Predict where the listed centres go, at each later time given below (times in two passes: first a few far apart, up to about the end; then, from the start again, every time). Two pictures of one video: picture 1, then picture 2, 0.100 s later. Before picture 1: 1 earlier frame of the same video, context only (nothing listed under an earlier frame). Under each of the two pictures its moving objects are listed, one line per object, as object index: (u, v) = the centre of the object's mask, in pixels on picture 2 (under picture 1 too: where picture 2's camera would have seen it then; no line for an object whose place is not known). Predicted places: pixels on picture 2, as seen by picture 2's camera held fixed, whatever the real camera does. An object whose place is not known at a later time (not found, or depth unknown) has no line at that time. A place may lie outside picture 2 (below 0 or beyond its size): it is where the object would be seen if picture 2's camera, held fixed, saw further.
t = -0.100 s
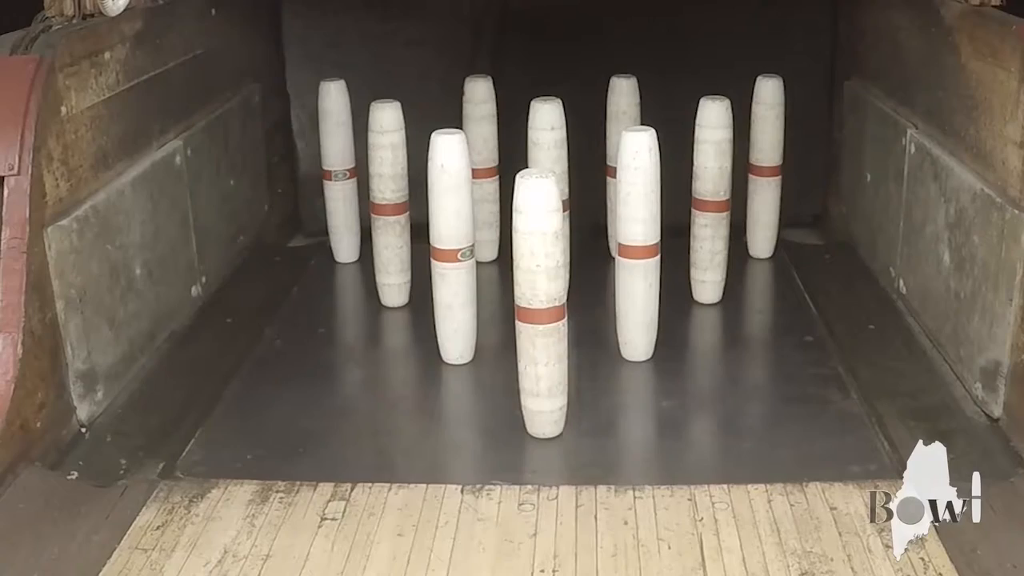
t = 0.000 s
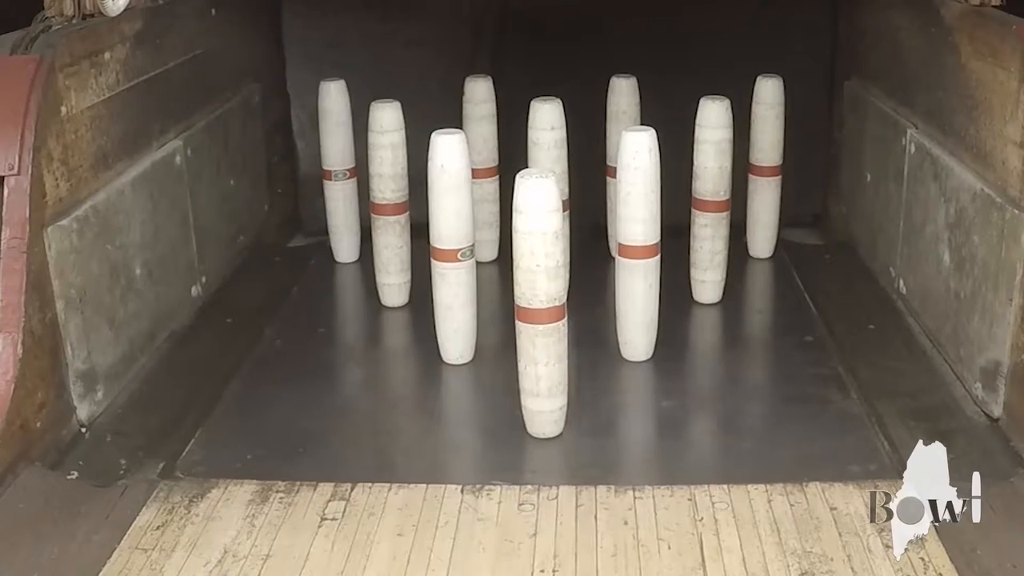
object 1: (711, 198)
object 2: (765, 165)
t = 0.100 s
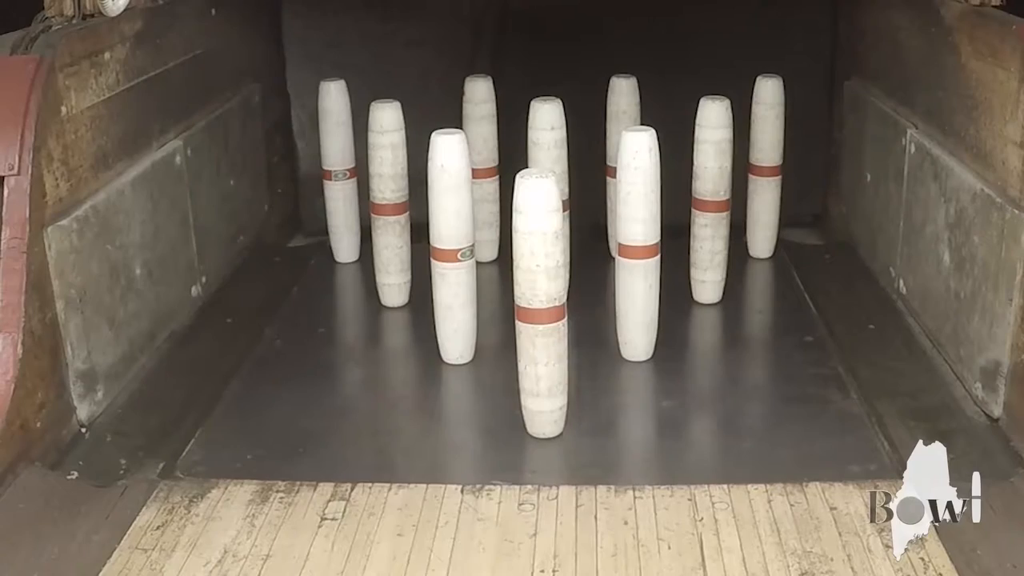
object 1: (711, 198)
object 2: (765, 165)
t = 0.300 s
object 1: (711, 198)
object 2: (765, 165)
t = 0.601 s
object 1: (711, 198)
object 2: (765, 165)
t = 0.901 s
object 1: (711, 198)
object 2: (765, 165)
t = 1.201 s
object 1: (729, 205)
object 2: (766, 154)
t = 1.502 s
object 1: (794, 279)
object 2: (776, 171)
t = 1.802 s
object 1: (751, 283)
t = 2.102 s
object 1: (743, 284)
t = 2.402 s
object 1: (743, 286)
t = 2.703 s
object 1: (744, 287)
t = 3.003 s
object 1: (744, 289)
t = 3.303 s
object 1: (745, 290)
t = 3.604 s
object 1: (746, 292)
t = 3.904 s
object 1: (746, 294)
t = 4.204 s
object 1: (747, 297)
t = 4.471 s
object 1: (749, 299)
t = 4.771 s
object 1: (750, 301)
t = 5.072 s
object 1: (750, 303)
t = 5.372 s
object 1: (750, 304)
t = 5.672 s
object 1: (751, 305)
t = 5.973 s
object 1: (751, 306)
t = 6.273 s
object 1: (750, 306)
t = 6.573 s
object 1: (750, 305)
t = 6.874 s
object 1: (750, 304)
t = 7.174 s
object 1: (750, 305)
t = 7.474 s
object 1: (750, 305)
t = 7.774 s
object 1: (750, 305)
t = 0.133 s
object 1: (711, 198)
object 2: (765, 165)
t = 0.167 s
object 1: (711, 198)
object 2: (765, 165)
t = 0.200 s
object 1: (711, 198)
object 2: (765, 165)
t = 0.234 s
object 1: (711, 198)
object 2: (765, 165)
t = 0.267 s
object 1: (711, 198)
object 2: (765, 165)
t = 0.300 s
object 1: (711, 198)
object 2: (765, 165)
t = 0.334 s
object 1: (711, 198)
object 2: (765, 165)
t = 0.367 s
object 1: (711, 198)
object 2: (765, 165)
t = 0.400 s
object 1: (711, 198)
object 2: (765, 165)
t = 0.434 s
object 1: (711, 198)
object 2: (765, 165)
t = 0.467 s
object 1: (711, 198)
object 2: (765, 165)
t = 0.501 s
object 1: (711, 198)
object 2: (765, 165)
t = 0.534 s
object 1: (711, 198)
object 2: (765, 165)
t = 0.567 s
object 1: (711, 198)
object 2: (765, 165)
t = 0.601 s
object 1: (711, 198)
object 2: (765, 165)
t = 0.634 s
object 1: (711, 198)
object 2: (765, 165)
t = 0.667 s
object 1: (711, 198)
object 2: (765, 165)
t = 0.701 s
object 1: (711, 198)
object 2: (765, 165)
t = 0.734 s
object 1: (711, 199)
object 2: (765, 165)
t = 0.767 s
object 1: (711, 199)
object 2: (765, 165)
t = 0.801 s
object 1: (711, 199)
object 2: (765, 165)
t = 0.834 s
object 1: (711, 198)
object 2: (765, 165)
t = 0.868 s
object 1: (711, 198)
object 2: (765, 165)
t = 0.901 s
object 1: (711, 198)
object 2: (765, 165)
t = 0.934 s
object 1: (711, 198)
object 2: (765, 165)
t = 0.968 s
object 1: (711, 198)
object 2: (765, 165)
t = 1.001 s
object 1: (711, 198)
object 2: (765, 165)
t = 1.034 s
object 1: (711, 198)
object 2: (765, 165)
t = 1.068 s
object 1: (711, 198)
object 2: (765, 165)
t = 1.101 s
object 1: (711, 198)
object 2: (765, 165)
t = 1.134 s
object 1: (714, 203)
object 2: (765, 165)
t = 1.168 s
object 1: (721, 202)
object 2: (765, 163)
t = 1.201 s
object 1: (729, 205)
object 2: (766, 154)
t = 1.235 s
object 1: (735, 211)
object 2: (767, 147)
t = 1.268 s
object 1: (739, 219)
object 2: (766, 146)
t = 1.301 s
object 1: (741, 235)
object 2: (766, 150)
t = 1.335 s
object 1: (751, 257)
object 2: (765, 158)
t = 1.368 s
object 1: (770, 266)
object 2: (765, 159)
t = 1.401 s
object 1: (783, 269)
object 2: (765, 160)
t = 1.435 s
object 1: (795, 276)
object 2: (766, 163)
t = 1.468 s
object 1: (800, 281)
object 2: (770, 170)
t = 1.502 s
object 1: (794, 279)
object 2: (776, 171)
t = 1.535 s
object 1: (787, 279)
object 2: (781, 173)
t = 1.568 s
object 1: (782, 281)
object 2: (785, 179)
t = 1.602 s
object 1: (774, 281)
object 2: (788, 190)
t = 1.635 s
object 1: (768, 279)
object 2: (786, 203)
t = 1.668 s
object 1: (762, 280)
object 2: (782, 215)
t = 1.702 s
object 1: (758, 283)
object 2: (781, 220)
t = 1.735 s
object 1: (755, 280)
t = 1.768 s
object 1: (752, 280)
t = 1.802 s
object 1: (751, 283)
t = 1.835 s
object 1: (750, 282)
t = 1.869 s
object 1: (748, 282)
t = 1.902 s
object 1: (747, 284)
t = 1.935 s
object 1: (746, 282)
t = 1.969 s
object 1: (744, 283)
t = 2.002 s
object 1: (744, 284)
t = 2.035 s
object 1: (744, 284)
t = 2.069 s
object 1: (743, 285)
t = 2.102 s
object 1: (743, 284)
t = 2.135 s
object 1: (743, 285)
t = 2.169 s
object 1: (742, 284)
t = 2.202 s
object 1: (742, 285)
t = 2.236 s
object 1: (742, 285)
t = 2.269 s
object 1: (743, 285)
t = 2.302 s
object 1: (743, 285)
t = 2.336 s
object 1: (743, 286)
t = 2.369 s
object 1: (743, 285)
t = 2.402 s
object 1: (743, 286)
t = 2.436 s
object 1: (743, 286)
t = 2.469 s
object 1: (744, 286)
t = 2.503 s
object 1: (744, 286)
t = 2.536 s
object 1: (744, 287)
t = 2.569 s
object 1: (744, 287)
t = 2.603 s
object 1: (744, 286)
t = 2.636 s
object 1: (744, 287)
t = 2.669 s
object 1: (744, 287)
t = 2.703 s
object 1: (744, 287)
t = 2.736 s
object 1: (744, 287)
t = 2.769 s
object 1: (744, 288)
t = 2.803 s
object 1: (744, 288)
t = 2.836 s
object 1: (744, 288)
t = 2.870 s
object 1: (744, 288)
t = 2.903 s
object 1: (744, 288)
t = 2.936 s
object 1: (744, 288)
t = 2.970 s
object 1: (744, 289)
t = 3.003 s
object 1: (744, 289)
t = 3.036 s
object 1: (744, 289)
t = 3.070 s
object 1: (744, 289)
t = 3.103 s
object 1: (744, 289)
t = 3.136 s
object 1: (744, 290)
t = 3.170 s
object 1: (744, 290)
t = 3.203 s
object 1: (744, 290)
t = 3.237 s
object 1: (745, 290)
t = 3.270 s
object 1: (745, 290)
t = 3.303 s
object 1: (745, 290)
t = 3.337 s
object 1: (745, 291)
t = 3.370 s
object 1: (745, 291)
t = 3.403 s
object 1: (745, 291)
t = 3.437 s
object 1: (745, 291)
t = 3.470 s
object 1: (745, 291)
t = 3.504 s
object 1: (746, 291)
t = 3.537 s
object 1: (746, 292)
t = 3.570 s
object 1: (746, 292)
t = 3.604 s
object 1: (746, 292)
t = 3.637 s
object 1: (746, 292)
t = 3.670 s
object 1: (746, 293)
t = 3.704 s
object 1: (746, 293)
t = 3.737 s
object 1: (746, 293)
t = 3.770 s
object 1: (746, 294)
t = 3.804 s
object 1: (746, 294)
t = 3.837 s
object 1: (746, 294)
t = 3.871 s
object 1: (746, 294)
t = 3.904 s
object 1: (746, 294)
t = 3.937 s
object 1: (746, 294)
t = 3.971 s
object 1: (746, 295)
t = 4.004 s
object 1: (746, 295)
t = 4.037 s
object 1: (747, 295)
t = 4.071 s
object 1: (747, 296)
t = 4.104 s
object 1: (747, 296)
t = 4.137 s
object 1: (747, 296)
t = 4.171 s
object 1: (747, 297)
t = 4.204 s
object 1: (747, 297)
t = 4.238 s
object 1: (747, 297)
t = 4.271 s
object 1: (747, 298)
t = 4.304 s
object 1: (747, 298)
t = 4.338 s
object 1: (748, 298)
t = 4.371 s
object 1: (748, 298)
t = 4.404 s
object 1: (748, 299)
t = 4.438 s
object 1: (748, 299)
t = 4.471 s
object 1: (749, 299)
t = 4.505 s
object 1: (749, 299)
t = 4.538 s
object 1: (749, 299)
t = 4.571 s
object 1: (749, 300)
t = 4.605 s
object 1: (749, 300)
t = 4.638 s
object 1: (750, 300)
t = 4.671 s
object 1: (750, 300)
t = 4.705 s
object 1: (750, 301)
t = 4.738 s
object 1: (750, 301)
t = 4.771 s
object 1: (750, 301)
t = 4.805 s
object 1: (750, 301)
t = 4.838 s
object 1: (750, 301)
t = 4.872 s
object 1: (750, 302)
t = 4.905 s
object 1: (750, 302)
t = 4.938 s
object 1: (750, 302)
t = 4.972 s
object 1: (750, 302)
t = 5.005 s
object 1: (750, 302)
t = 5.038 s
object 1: (750, 302)
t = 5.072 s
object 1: (750, 303)
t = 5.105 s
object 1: (750, 303)
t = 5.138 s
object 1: (750, 303)
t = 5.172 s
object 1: (750, 303)
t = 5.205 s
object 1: (750, 304)
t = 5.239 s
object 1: (750, 304)
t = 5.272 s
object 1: (750, 304)
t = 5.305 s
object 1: (750, 304)
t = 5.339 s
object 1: (750, 304)
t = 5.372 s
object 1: (750, 304)
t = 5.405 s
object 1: (750, 305)
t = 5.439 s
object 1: (750, 305)
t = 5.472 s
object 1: (750, 305)
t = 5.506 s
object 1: (750, 305)
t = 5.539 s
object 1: (751, 305)
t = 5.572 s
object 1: (751, 305)
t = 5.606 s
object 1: (751, 305)
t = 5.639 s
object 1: (751, 305)
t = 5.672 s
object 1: (751, 305)
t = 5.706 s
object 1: (751, 306)
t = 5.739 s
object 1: (751, 306)
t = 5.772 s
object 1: (751, 306)
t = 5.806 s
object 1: (751, 306)
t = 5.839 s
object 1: (751, 306)
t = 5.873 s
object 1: (751, 306)
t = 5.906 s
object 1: (751, 306)
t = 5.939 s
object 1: (751, 306)
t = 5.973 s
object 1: (751, 306)
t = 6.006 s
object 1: (751, 306)
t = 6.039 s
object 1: (751, 306)
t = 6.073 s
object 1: (751, 306)
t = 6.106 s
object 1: (751, 306)
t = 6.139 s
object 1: (751, 306)
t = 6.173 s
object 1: (751, 306)
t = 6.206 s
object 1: (751, 306)
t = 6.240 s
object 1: (750, 306)
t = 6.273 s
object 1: (750, 306)
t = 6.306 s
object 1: (750, 305)
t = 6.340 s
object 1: (750, 305)
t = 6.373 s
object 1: (750, 305)
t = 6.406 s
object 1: (750, 305)
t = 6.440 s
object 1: (750, 305)
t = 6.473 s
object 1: (750, 305)
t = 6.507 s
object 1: (750, 305)
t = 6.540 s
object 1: (750, 305)
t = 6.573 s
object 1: (750, 305)
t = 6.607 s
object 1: (750, 305)
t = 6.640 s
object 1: (750, 305)
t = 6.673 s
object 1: (750, 305)
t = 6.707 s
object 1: (750, 305)
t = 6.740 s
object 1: (750, 304)
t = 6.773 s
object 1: (750, 304)
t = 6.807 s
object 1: (750, 304)
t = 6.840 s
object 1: (750, 304)
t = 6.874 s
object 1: (750, 304)
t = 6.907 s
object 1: (750, 304)
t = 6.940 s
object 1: (750, 304)
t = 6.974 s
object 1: (750, 304)
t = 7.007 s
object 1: (750, 304)
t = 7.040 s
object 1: (750, 304)
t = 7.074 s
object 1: (750, 305)
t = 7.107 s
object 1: (750, 305)
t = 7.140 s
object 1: (751, 305)
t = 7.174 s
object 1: (750, 305)
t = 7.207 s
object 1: (750, 305)
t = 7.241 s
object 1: (750, 305)
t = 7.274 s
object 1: (750, 305)
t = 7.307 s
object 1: (750, 305)
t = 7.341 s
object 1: (750, 305)
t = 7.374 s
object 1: (750, 305)
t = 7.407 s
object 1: (750, 305)
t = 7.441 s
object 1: (750, 304)
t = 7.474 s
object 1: (750, 305)
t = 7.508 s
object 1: (750, 305)
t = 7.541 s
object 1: (750, 305)
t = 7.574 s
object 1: (750, 305)
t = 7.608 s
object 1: (750, 305)
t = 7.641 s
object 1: (750, 304)
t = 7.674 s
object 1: (750, 305)
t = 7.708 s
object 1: (750, 305)
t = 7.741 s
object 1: (750, 305)
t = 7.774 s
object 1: (750, 305)
